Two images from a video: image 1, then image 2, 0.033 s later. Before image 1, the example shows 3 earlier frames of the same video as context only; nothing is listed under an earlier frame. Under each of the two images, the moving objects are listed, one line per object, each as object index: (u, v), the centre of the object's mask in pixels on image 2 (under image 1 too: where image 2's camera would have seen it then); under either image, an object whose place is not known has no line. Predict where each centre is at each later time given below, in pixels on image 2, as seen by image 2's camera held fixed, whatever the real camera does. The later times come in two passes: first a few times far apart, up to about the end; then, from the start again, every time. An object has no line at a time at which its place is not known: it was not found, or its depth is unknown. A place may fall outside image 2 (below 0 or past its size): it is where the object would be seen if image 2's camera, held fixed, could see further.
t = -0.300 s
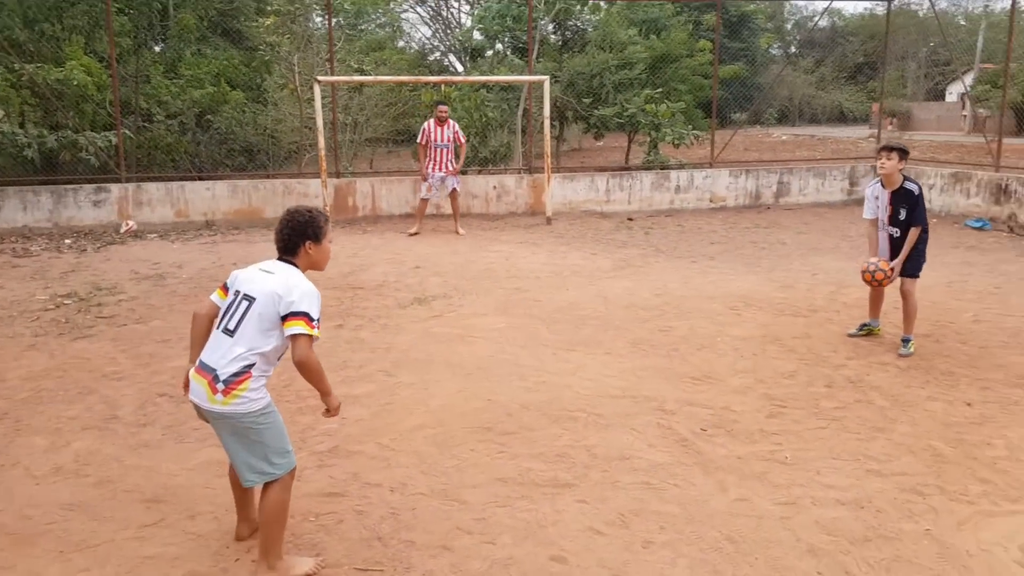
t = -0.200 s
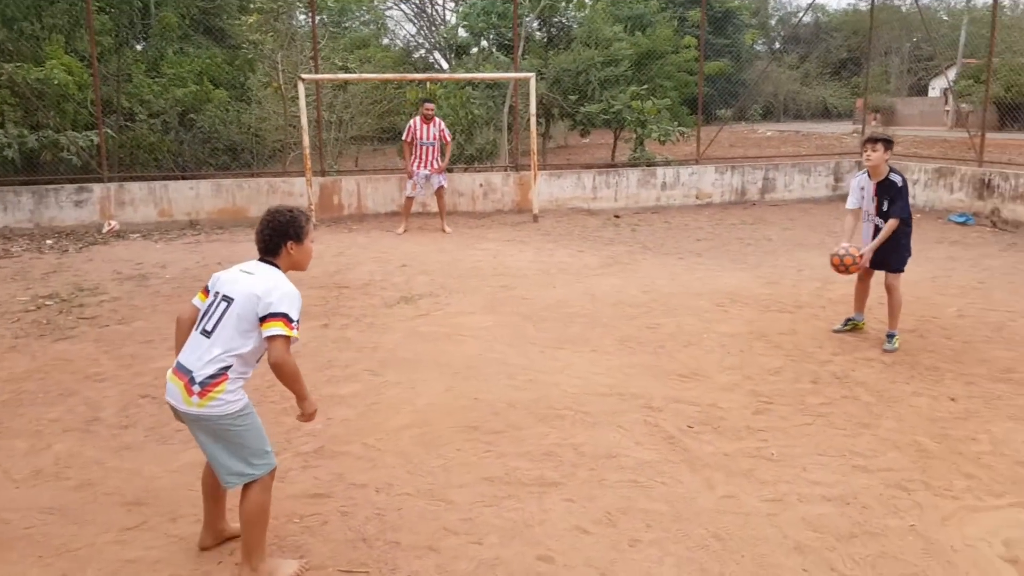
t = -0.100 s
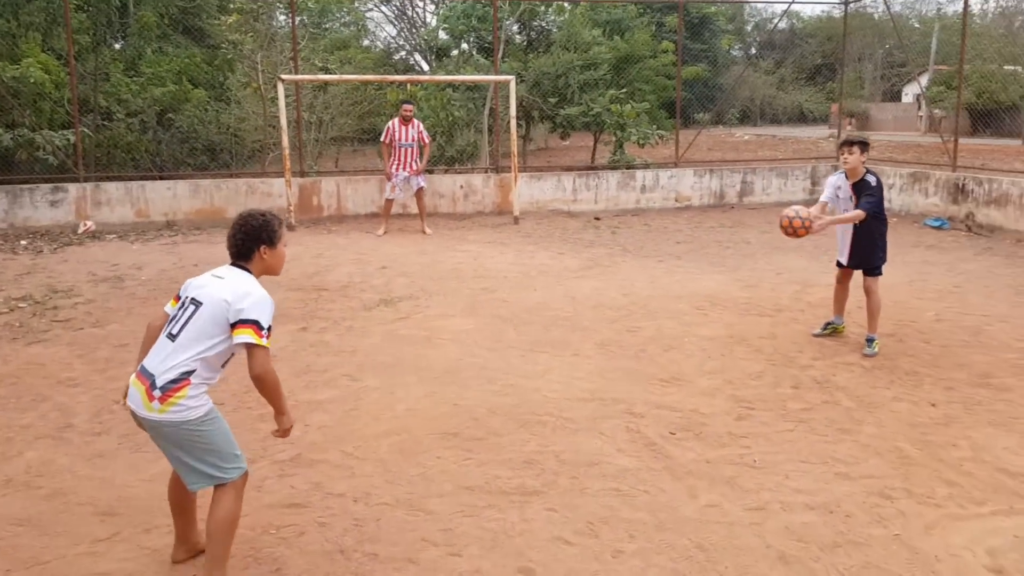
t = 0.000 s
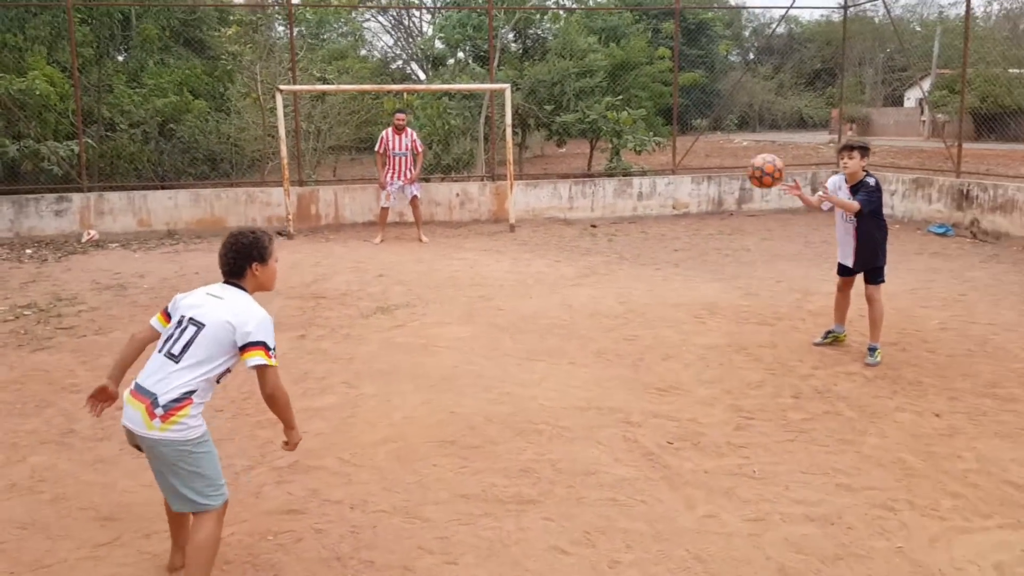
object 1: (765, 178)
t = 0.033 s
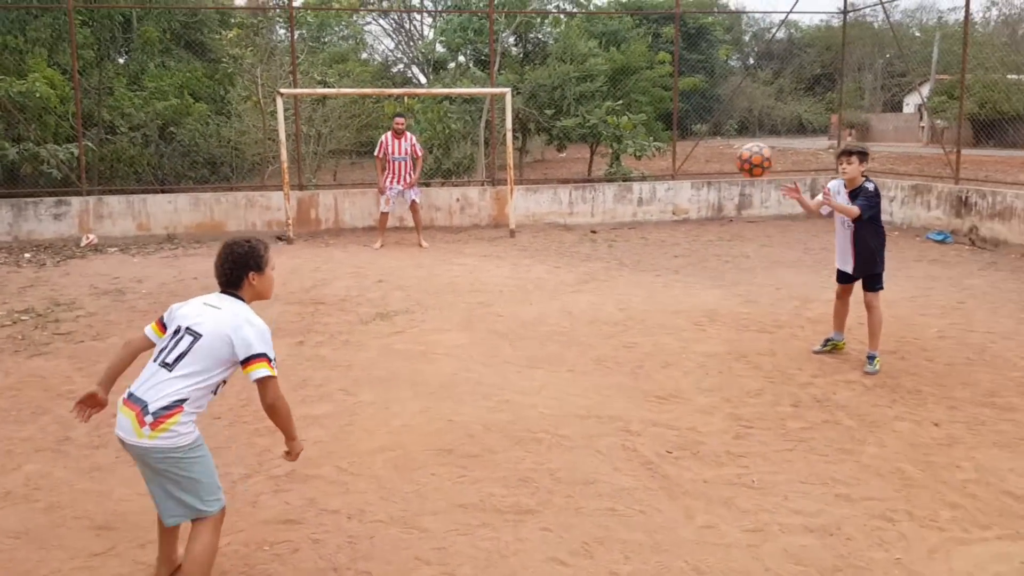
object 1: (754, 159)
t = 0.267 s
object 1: (672, 82)
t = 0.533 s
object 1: (560, 102)
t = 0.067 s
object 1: (744, 144)
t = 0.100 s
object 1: (733, 130)
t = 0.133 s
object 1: (721, 117)
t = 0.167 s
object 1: (709, 107)
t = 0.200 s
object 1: (697, 96)
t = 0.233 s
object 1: (685, 88)
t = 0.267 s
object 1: (672, 82)
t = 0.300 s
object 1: (658, 78)
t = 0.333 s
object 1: (643, 75)
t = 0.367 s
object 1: (627, 74)
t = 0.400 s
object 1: (613, 75)
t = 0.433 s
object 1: (600, 79)
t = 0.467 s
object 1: (588, 84)
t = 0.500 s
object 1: (574, 92)
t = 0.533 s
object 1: (560, 102)
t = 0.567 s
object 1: (546, 115)
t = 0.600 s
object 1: (531, 129)
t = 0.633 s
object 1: (518, 147)
